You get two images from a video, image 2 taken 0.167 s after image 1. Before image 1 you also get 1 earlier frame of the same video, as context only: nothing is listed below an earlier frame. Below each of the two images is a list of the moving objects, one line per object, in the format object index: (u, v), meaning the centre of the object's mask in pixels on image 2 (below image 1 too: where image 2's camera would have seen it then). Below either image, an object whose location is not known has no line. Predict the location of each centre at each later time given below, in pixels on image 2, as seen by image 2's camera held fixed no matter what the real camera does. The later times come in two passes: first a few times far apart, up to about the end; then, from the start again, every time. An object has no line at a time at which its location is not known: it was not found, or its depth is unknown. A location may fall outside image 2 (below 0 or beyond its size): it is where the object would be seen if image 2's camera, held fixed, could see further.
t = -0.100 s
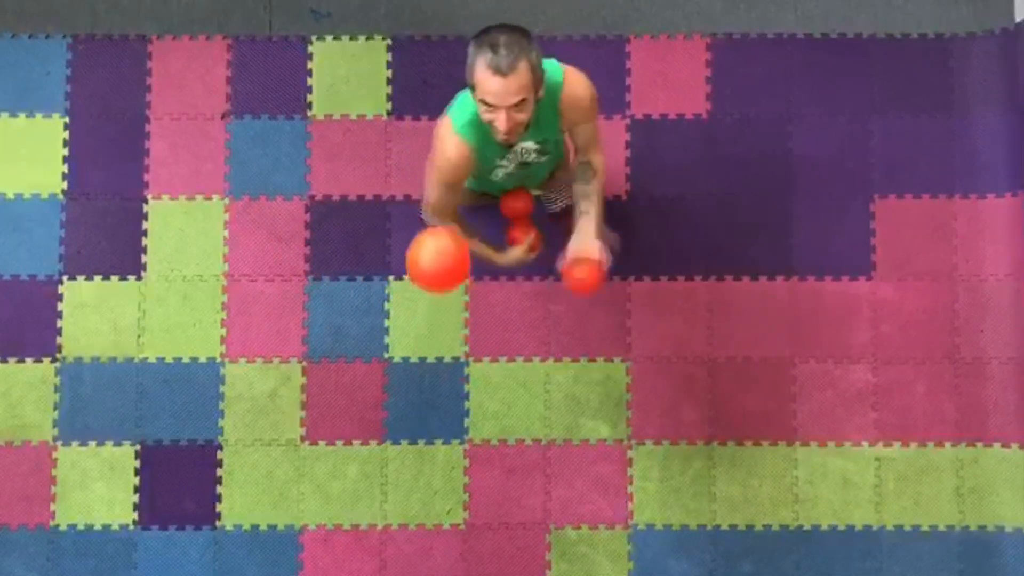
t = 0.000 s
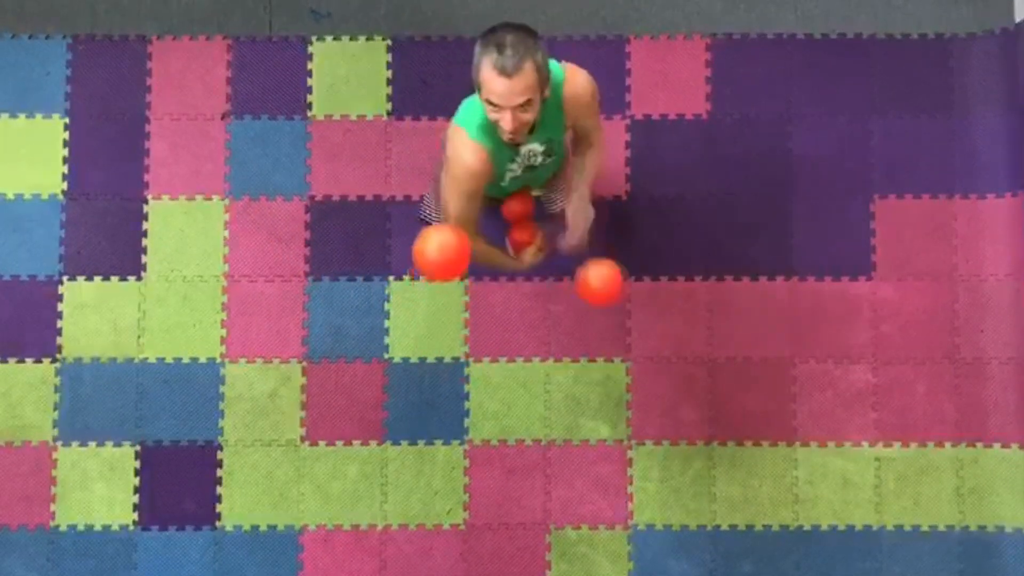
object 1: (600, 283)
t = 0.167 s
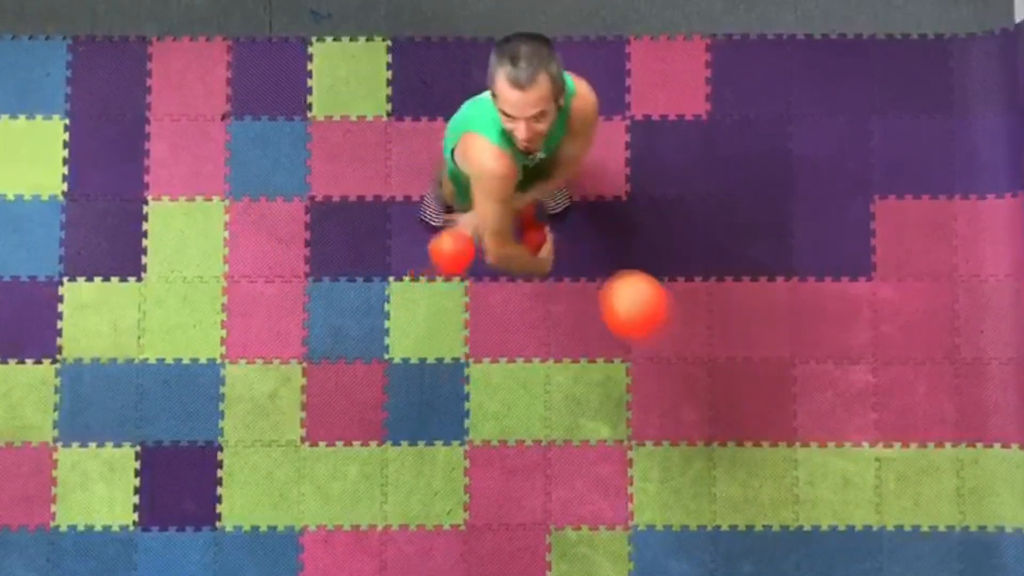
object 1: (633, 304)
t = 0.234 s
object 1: (648, 321)
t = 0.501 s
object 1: (672, 434)
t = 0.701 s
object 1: (631, 499)
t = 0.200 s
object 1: (640, 312)
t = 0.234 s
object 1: (648, 321)
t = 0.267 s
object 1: (654, 331)
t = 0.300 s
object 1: (660, 343)
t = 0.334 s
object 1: (666, 357)
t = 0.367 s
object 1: (670, 371)
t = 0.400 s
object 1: (672, 386)
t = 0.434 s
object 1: (674, 407)
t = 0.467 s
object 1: (674, 418)
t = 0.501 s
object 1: (672, 434)
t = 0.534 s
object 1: (668, 451)
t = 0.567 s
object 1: (663, 462)
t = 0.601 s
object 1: (657, 474)
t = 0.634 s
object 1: (649, 485)
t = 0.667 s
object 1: (640, 492)
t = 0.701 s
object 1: (631, 499)
